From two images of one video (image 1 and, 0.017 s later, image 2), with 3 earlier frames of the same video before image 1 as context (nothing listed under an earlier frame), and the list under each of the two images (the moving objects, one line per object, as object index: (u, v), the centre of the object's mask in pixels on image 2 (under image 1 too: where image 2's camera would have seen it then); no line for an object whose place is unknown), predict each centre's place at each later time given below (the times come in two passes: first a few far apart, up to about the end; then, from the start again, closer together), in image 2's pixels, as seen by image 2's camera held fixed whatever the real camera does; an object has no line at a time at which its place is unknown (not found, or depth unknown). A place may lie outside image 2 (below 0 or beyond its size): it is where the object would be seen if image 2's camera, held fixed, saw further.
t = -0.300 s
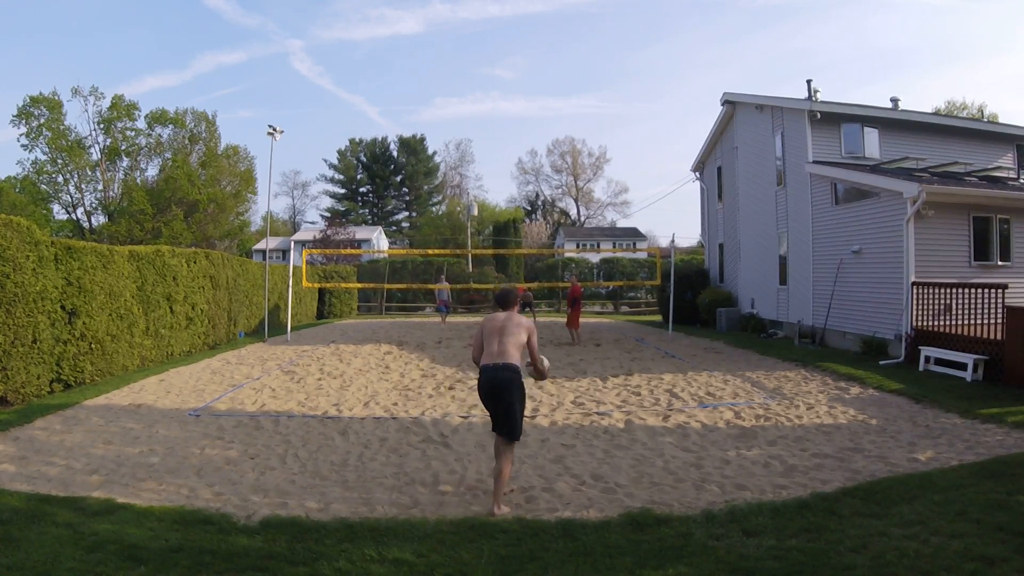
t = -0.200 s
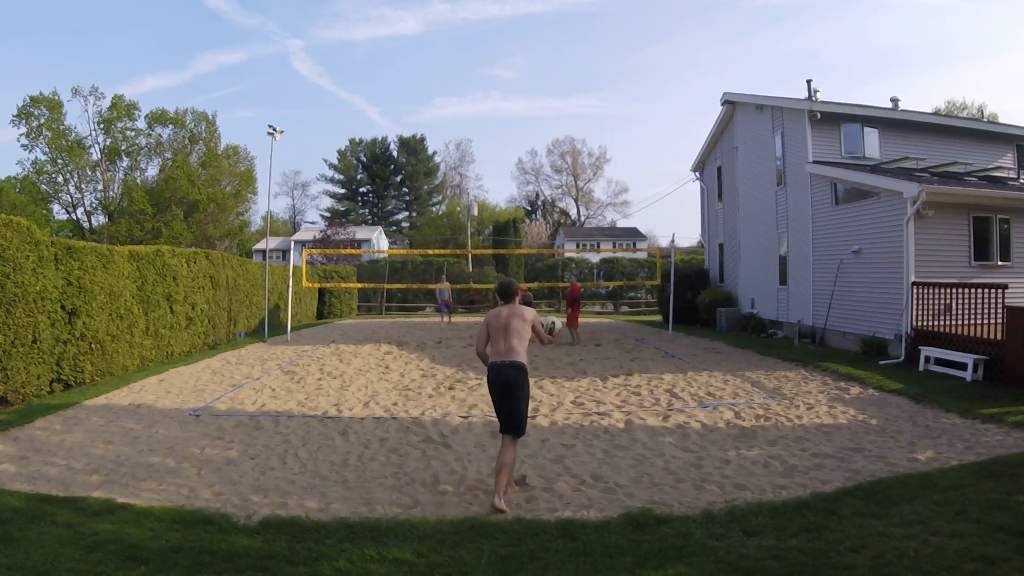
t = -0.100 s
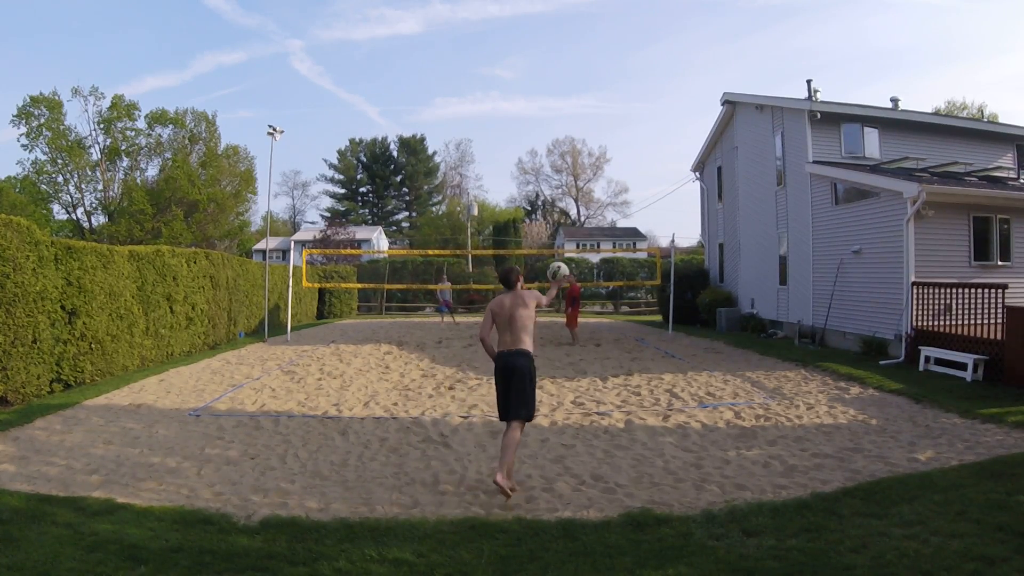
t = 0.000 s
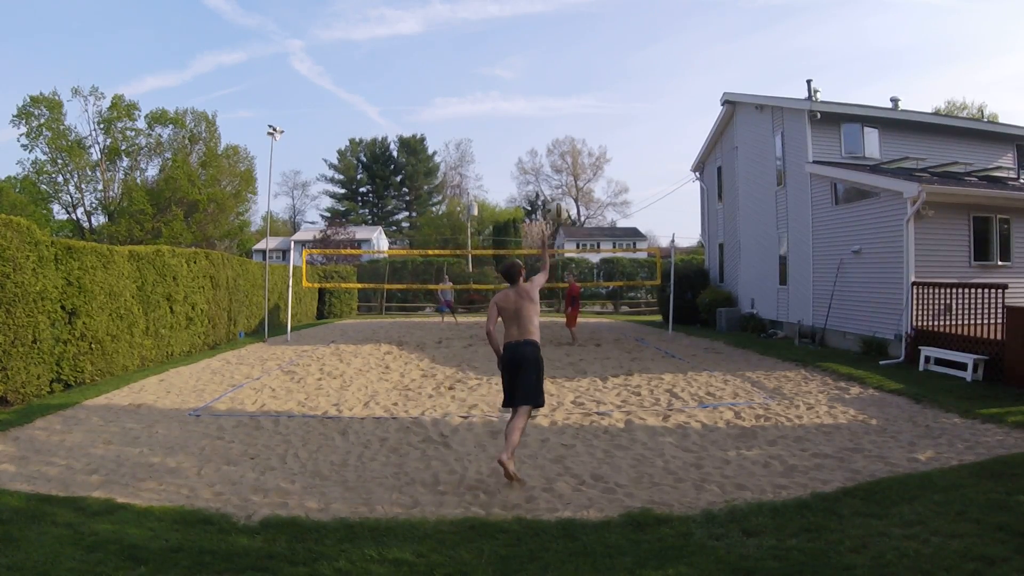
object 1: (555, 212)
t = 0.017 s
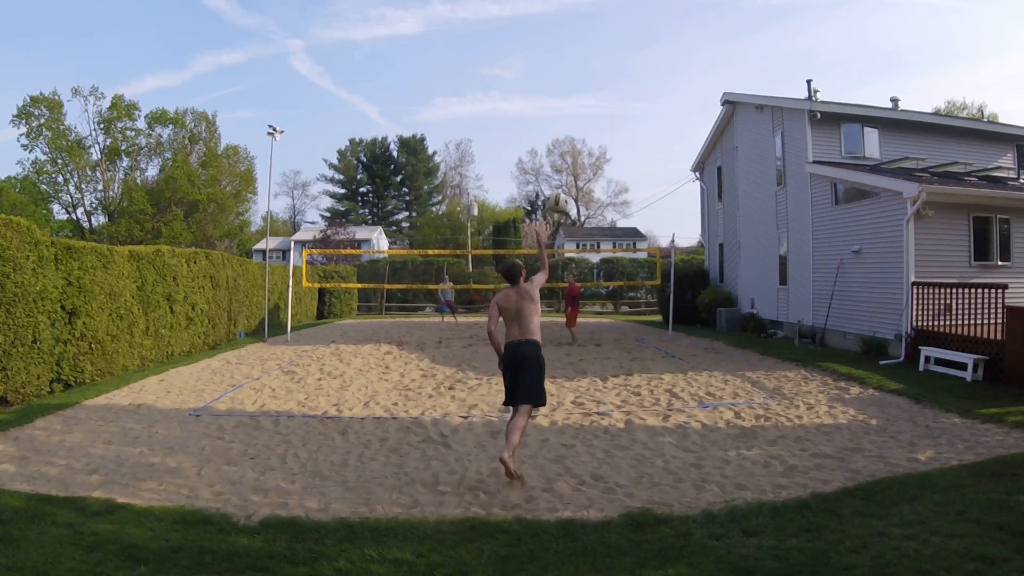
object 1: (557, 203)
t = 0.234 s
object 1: (552, 111)
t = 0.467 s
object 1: (550, 67)
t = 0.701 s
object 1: (550, 70)
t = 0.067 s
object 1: (555, 177)
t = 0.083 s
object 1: (554, 169)
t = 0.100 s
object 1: (554, 162)
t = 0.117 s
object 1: (554, 154)
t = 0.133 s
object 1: (554, 147)
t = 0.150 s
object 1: (553, 140)
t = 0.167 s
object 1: (553, 134)
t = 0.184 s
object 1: (553, 127)
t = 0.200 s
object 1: (553, 122)
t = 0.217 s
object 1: (552, 116)
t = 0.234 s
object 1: (552, 111)
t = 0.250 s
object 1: (552, 106)
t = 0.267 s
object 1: (551, 102)
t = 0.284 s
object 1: (551, 97)
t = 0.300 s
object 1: (551, 93)
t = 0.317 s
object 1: (551, 90)
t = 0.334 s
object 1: (551, 86)
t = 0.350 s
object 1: (551, 83)
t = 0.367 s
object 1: (551, 80)
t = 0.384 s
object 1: (550, 77)
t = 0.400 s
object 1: (550, 75)
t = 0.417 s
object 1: (550, 73)
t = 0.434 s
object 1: (550, 71)
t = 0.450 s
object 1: (550, 69)
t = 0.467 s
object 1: (550, 67)
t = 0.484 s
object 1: (550, 66)
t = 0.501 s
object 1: (550, 65)
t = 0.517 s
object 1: (550, 64)
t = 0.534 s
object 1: (550, 63)
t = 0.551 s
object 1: (550, 63)
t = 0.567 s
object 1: (550, 63)
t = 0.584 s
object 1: (550, 63)
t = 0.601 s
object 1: (549, 63)
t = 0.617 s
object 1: (550, 64)
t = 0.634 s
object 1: (550, 64)
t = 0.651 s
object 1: (550, 65)
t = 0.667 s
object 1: (550, 67)
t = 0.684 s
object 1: (550, 68)
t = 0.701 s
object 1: (550, 70)
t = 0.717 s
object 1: (550, 72)
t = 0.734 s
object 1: (550, 74)
